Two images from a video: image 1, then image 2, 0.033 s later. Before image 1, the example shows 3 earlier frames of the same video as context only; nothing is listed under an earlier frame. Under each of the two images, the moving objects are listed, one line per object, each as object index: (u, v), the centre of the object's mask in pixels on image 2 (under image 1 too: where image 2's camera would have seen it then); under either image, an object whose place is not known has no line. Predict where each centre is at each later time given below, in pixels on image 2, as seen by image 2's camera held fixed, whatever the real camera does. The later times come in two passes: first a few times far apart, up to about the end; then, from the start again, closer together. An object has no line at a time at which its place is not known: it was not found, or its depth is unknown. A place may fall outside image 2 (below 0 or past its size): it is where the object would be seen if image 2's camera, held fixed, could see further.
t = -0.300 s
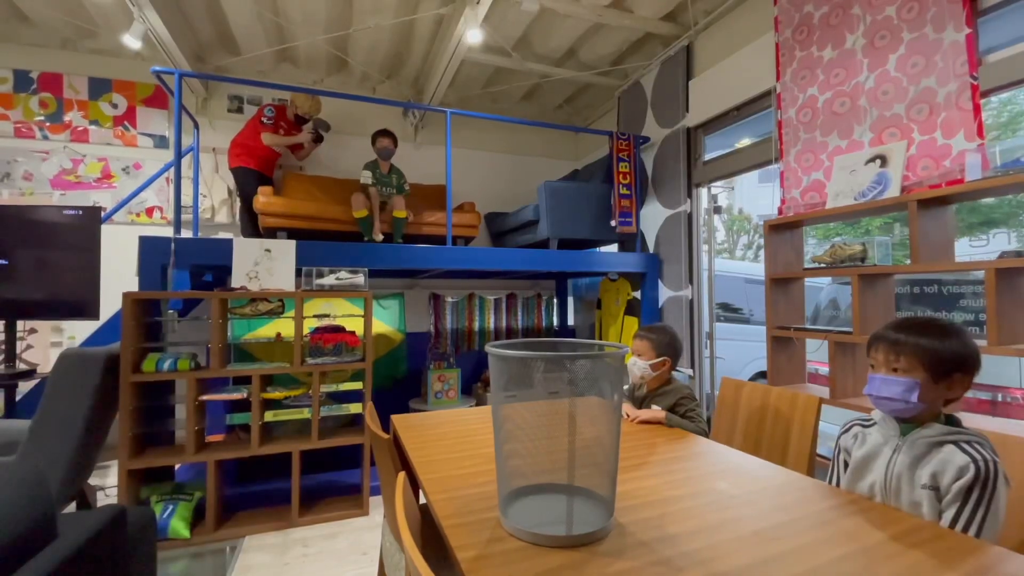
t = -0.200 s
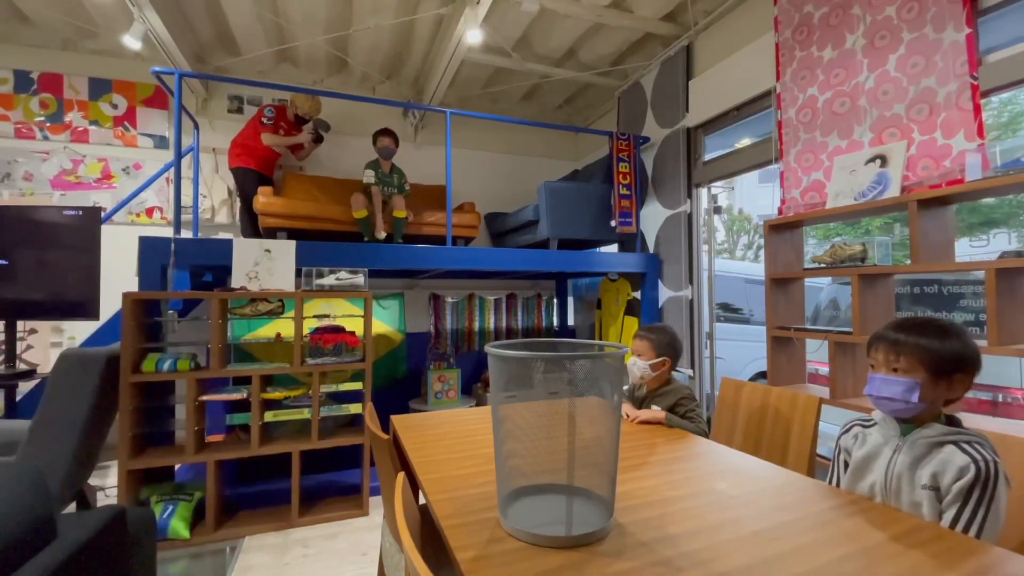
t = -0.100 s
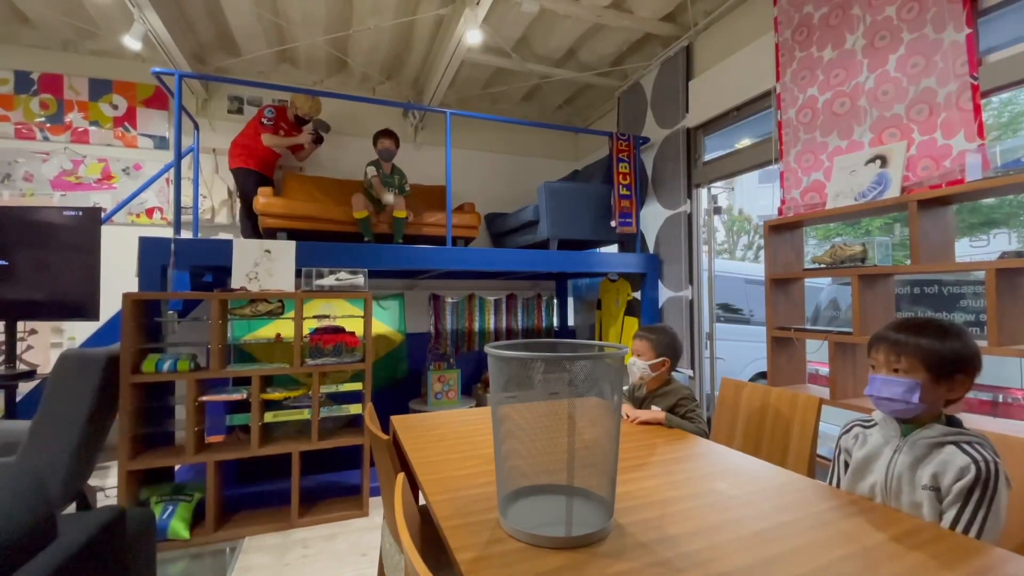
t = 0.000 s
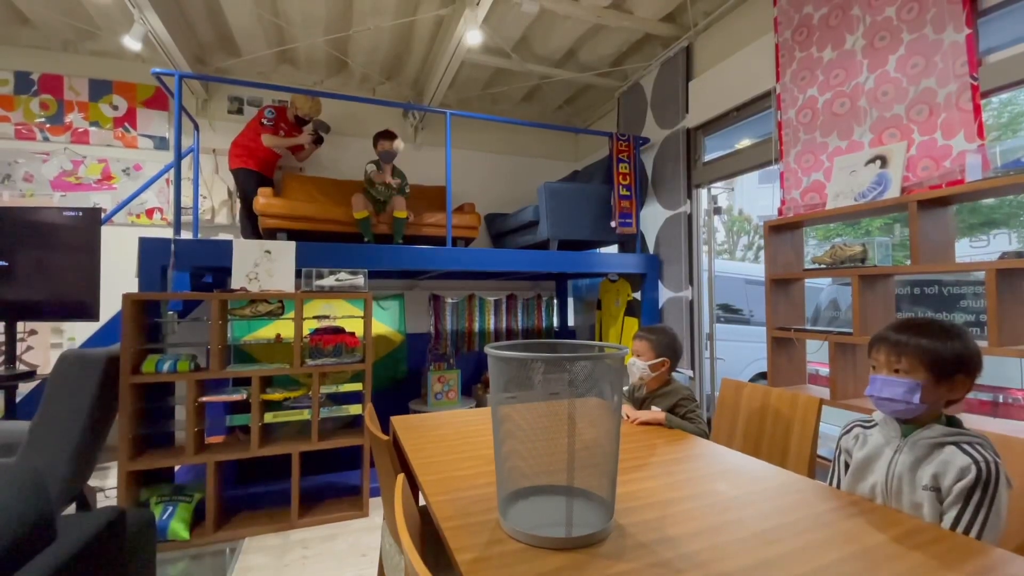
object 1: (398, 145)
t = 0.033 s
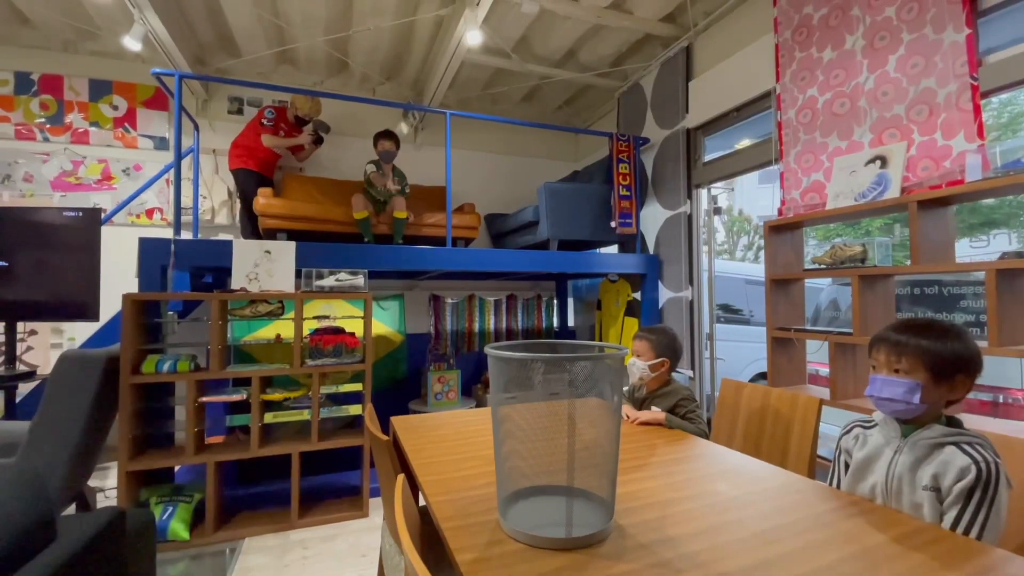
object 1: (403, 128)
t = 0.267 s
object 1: (434, 49)
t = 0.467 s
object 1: (479, 57)
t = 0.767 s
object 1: (537, 396)
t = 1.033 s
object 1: (595, 494)
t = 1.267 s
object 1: (533, 507)
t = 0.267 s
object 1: (434, 49)
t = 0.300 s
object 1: (439, 42)
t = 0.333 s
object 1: (444, 39)
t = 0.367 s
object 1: (453, 39)
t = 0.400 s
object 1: (459, 38)
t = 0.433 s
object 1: (469, 48)
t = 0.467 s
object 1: (479, 57)
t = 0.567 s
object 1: (517, 122)
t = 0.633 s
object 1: (551, 207)
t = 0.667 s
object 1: (572, 265)
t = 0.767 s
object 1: (537, 396)
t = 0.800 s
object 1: (507, 428)
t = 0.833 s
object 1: (515, 439)
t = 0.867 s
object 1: (523, 453)
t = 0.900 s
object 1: (536, 469)
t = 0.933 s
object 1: (555, 484)
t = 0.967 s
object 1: (574, 497)
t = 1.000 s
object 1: (592, 498)
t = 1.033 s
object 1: (595, 494)
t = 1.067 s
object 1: (592, 497)
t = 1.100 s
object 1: (587, 505)
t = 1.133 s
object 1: (574, 506)
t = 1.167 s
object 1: (559, 514)
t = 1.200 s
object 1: (550, 516)
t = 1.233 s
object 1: (542, 510)
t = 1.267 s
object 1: (533, 507)
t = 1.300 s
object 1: (523, 508)
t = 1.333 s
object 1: (516, 506)
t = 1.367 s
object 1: (515, 503)
